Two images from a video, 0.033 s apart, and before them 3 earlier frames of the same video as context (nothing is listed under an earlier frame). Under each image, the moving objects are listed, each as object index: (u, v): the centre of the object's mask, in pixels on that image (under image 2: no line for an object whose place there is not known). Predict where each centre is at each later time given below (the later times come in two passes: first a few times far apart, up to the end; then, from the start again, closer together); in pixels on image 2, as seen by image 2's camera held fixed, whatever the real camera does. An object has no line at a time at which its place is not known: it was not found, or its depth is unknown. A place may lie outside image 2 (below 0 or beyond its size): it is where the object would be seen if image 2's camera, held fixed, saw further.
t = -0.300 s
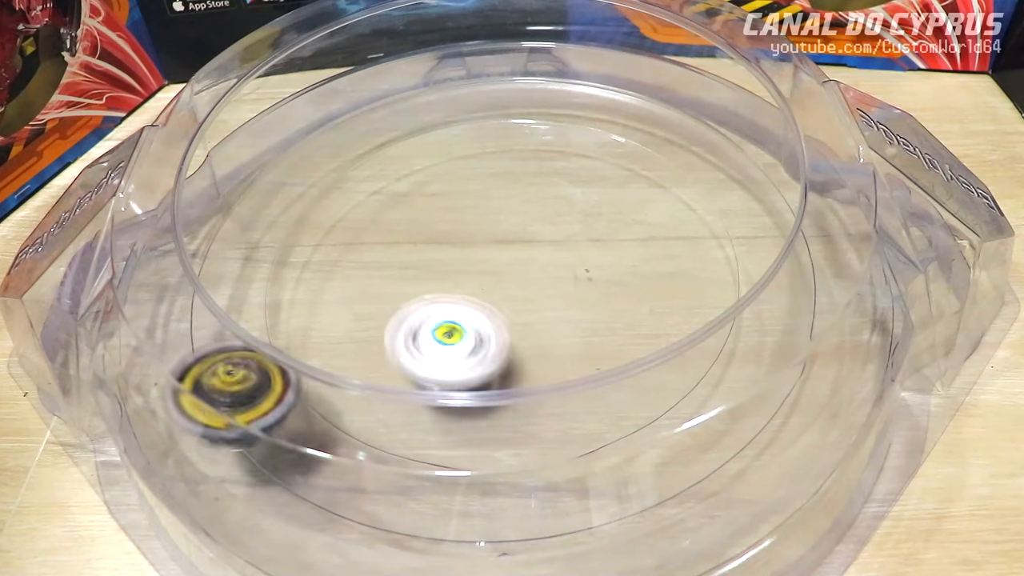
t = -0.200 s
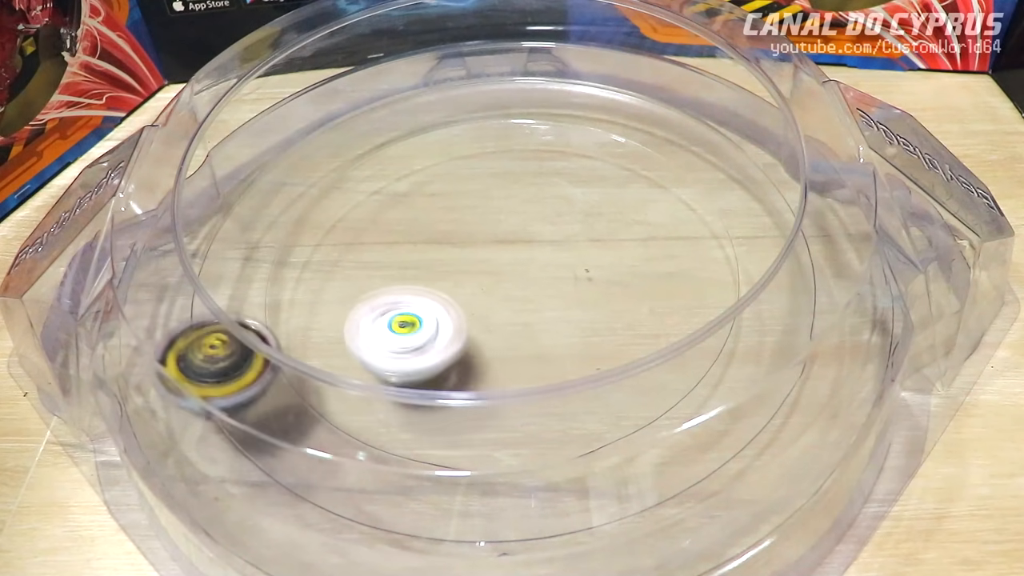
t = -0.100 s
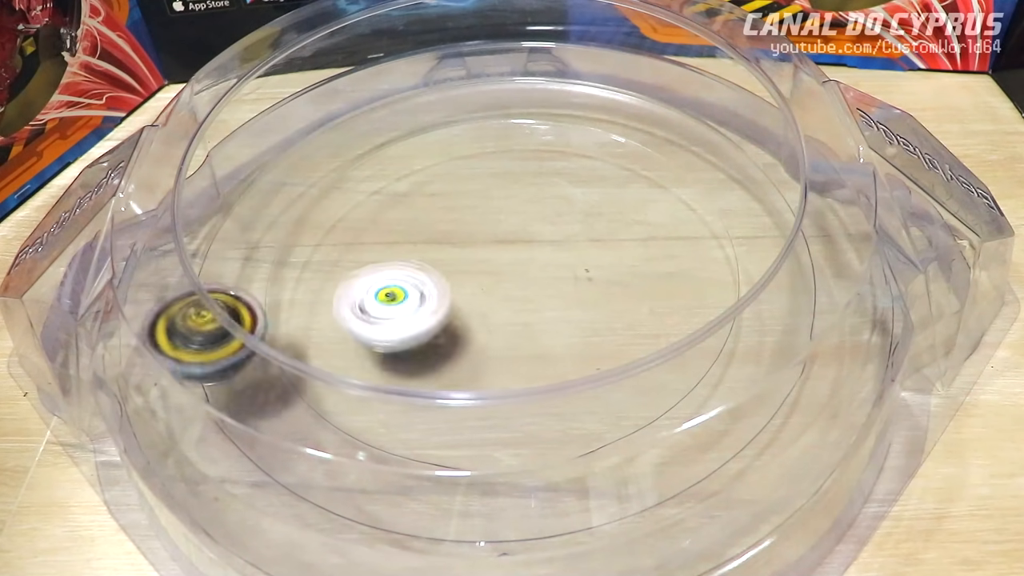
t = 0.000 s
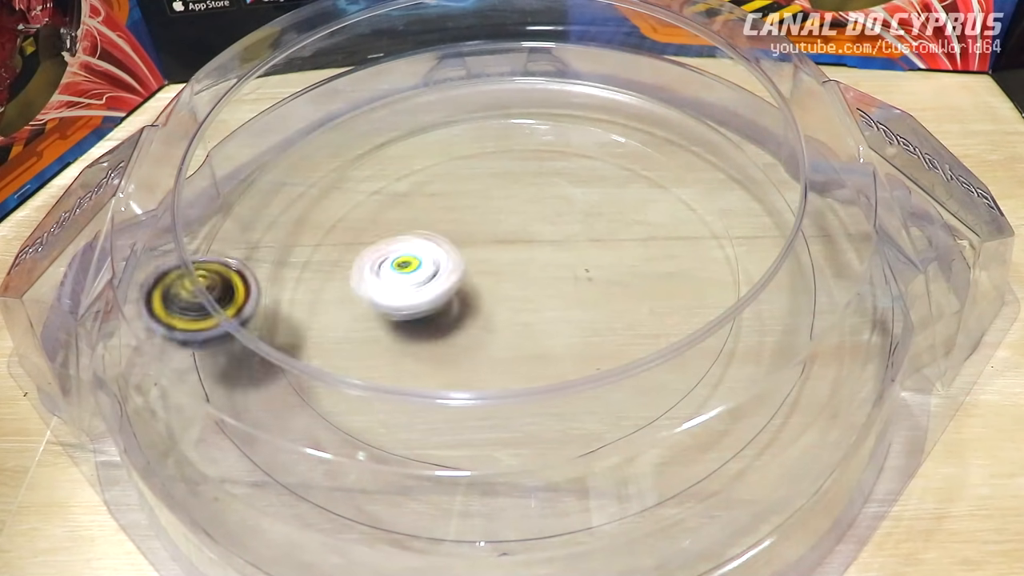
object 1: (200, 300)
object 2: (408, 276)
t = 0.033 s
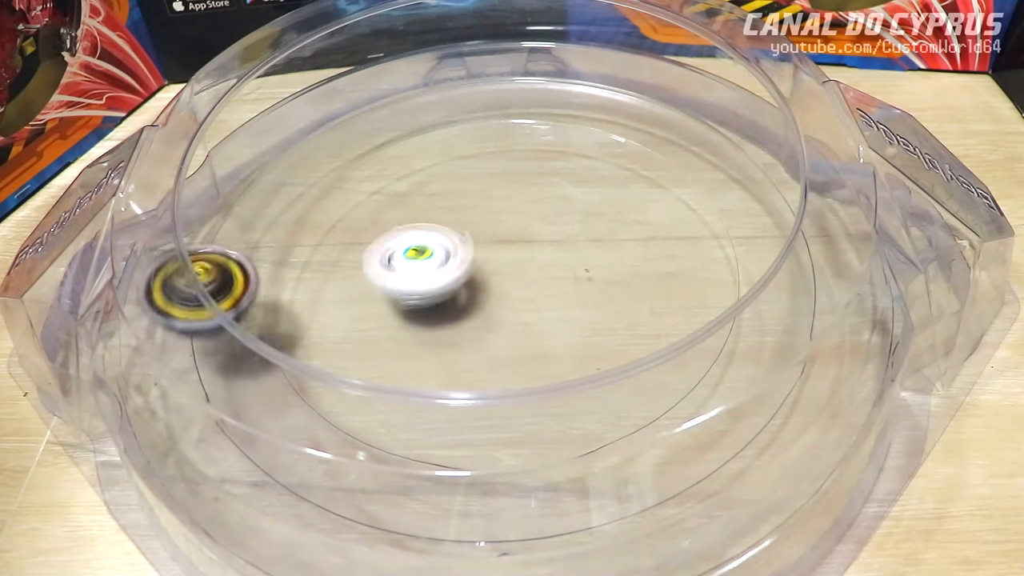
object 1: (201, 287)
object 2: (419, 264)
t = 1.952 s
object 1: (499, 214)
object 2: (478, 320)
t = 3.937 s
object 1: (456, 265)
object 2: (475, 388)
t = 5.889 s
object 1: (453, 258)
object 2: (542, 202)
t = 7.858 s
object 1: (489, 241)
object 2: (476, 322)
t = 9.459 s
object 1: (514, 238)
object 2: (519, 327)
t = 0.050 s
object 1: (201, 283)
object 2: (425, 258)
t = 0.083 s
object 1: (201, 274)
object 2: (441, 248)
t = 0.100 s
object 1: (202, 270)
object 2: (449, 242)
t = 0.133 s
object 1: (204, 259)
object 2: (468, 233)
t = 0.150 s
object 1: (205, 255)
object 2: (477, 228)
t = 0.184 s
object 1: (209, 245)
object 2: (498, 221)
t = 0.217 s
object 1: (220, 235)
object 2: (518, 215)
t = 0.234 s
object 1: (221, 230)
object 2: (529, 213)
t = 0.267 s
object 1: (222, 222)
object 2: (548, 210)
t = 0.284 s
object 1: (223, 219)
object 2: (556, 211)
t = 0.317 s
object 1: (226, 210)
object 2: (573, 211)
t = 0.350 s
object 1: (229, 200)
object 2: (586, 213)
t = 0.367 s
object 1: (230, 197)
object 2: (592, 214)
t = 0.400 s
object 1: (237, 188)
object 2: (601, 220)
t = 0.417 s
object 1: (239, 184)
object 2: (607, 223)
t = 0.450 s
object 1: (245, 175)
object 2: (613, 230)
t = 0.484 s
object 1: (251, 167)
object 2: (618, 239)
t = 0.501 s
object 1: (255, 164)
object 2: (618, 244)
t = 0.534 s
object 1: (261, 156)
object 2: (616, 254)
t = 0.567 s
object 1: (269, 149)
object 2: (607, 263)
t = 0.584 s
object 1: (273, 144)
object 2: (603, 268)
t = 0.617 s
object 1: (282, 138)
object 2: (592, 277)
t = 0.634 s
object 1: (284, 136)
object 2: (586, 282)
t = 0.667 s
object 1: (294, 129)
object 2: (571, 289)
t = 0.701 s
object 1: (302, 123)
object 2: (555, 297)
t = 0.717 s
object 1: (307, 120)
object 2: (545, 298)
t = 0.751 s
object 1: (315, 115)
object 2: (523, 303)
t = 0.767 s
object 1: (321, 112)
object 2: (513, 304)
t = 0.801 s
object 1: (330, 108)
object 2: (489, 303)
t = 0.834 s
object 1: (339, 103)
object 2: (468, 298)
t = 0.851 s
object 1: (344, 101)
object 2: (457, 296)
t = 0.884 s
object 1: (354, 96)
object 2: (441, 288)
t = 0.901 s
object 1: (358, 95)
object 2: (431, 283)
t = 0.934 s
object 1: (369, 90)
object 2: (419, 274)
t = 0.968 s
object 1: (379, 87)
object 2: (407, 263)
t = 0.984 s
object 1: (384, 85)
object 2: (404, 259)
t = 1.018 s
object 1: (394, 83)
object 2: (400, 248)
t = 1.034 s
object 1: (400, 81)
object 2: (397, 243)
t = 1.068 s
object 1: (410, 79)
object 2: (398, 234)
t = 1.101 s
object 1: (420, 77)
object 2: (399, 224)
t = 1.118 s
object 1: (426, 76)
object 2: (402, 221)
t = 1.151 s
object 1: (437, 74)
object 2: (408, 214)
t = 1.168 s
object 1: (442, 73)
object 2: (413, 211)
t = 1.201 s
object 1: (452, 72)
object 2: (425, 206)
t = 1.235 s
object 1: (464, 71)
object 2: (436, 205)
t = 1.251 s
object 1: (468, 71)
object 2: (444, 206)
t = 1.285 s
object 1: (479, 71)
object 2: (456, 207)
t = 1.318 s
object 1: (488, 72)
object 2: (471, 209)
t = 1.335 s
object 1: (494, 72)
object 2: (477, 211)
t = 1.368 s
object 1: (504, 73)
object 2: (493, 216)
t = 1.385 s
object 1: (510, 73)
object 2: (500, 219)
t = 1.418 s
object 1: (518, 75)
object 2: (515, 227)
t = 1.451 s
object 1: (528, 78)
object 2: (529, 236)
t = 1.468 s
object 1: (533, 79)
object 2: (535, 240)
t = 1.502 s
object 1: (542, 82)
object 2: (548, 250)
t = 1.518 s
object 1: (547, 83)
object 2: (551, 256)
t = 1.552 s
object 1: (555, 86)
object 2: (561, 267)
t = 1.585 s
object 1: (564, 90)
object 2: (565, 278)
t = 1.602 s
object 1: (569, 92)
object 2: (568, 283)
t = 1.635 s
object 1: (575, 96)
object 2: (568, 294)
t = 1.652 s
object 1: (575, 99)
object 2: (568, 299)
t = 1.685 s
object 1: (575, 109)
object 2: (565, 307)
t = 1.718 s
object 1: (568, 120)
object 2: (558, 316)
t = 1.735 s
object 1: (564, 126)
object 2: (555, 320)
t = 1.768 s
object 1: (552, 137)
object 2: (545, 326)
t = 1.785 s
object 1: (549, 142)
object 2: (539, 328)
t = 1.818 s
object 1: (537, 154)
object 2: (528, 331)
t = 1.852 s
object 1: (527, 166)
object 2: (513, 332)
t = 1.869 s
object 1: (522, 176)
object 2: (507, 331)
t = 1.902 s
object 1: (513, 190)
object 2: (494, 329)
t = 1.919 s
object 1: (507, 198)
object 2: (489, 326)
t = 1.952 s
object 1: (499, 214)
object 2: (478, 320)
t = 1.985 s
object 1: (490, 225)
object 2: (470, 313)
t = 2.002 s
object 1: (489, 229)
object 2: (464, 309)
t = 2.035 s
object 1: (489, 233)
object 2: (455, 310)
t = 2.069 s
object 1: (488, 238)
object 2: (443, 315)
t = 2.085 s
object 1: (488, 241)
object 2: (435, 317)
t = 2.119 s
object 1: (486, 248)
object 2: (423, 319)
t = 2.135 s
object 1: (486, 254)
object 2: (417, 319)
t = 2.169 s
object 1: (483, 264)
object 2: (404, 320)
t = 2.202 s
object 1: (483, 274)
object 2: (391, 323)
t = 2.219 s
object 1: (483, 278)
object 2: (386, 325)
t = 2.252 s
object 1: (484, 288)
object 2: (380, 325)
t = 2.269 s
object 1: (485, 292)
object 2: (375, 324)
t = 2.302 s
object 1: (487, 301)
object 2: (367, 324)
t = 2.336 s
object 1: (491, 308)
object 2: (362, 323)
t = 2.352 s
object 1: (494, 312)
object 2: (362, 322)
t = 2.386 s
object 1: (500, 318)
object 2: (362, 320)
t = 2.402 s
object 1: (504, 320)
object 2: (363, 318)
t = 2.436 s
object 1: (513, 324)
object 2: (372, 313)
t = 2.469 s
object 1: (522, 327)
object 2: (380, 309)
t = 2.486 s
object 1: (528, 327)
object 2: (385, 308)
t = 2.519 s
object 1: (537, 327)
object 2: (397, 303)
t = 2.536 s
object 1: (541, 326)
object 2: (403, 300)
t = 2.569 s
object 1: (548, 323)
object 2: (416, 294)
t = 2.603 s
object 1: (554, 317)
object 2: (431, 287)
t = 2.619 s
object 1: (555, 315)
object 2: (439, 283)
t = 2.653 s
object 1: (557, 307)
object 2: (456, 275)
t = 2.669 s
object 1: (559, 304)
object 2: (463, 269)
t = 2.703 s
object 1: (560, 298)
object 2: (471, 256)
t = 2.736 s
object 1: (570, 298)
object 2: (469, 231)
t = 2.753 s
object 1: (571, 297)
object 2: (466, 217)
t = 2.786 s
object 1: (574, 295)
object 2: (468, 194)
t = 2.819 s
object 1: (574, 290)
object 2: (472, 175)
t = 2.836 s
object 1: (572, 287)
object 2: (475, 166)
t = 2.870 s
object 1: (568, 282)
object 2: (481, 152)
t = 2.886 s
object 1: (564, 280)
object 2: (483, 145)
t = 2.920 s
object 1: (555, 276)
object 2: (491, 133)
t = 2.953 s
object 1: (545, 273)
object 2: (495, 125)
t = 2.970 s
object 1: (538, 272)
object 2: (497, 122)
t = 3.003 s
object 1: (527, 271)
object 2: (504, 114)
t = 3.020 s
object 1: (521, 271)
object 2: (506, 112)
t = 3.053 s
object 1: (509, 271)
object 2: (512, 108)
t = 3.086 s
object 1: (496, 271)
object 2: (517, 106)
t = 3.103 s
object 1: (490, 272)
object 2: (521, 107)
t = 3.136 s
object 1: (479, 273)
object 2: (526, 110)
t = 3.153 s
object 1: (473, 274)
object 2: (526, 113)
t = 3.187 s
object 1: (463, 276)
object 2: (532, 121)
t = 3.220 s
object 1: (454, 278)
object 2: (535, 129)
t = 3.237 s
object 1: (449, 280)
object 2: (535, 135)
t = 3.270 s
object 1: (441, 282)
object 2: (539, 147)
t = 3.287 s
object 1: (437, 284)
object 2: (538, 155)
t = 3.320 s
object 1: (431, 288)
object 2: (540, 173)
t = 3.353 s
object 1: (427, 293)
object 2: (540, 193)
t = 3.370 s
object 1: (427, 296)
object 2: (540, 205)
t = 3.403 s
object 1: (427, 300)
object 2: (541, 225)
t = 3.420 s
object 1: (428, 301)
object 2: (539, 237)
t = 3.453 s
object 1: (431, 304)
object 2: (536, 259)
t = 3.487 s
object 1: (426, 304)
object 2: (543, 279)
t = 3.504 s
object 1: (419, 304)
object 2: (552, 289)
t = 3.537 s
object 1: (413, 303)
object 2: (563, 305)
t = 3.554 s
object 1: (410, 302)
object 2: (568, 314)
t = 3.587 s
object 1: (406, 302)
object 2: (570, 328)
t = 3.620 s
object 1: (405, 301)
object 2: (565, 340)
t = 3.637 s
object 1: (404, 300)
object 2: (564, 346)
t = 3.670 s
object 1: (405, 298)
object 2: (558, 361)
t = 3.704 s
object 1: (409, 296)
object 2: (549, 370)
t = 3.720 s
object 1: (411, 294)
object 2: (545, 375)
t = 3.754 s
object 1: (415, 291)
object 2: (538, 384)
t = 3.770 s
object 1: (419, 289)
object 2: (534, 388)
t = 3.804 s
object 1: (426, 285)
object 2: (524, 394)
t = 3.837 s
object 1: (434, 280)
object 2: (511, 397)
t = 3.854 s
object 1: (438, 278)
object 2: (504, 398)
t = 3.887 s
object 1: (444, 273)
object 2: (492, 397)
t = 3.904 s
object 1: (449, 270)
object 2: (487, 395)
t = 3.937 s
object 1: (456, 265)
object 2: (475, 388)
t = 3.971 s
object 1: (463, 260)
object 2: (466, 378)
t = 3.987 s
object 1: (466, 257)
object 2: (462, 373)
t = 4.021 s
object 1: (473, 251)
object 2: (455, 365)
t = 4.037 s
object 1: (475, 248)
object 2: (453, 354)
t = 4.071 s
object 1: (481, 244)
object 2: (446, 346)
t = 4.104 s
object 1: (488, 238)
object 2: (442, 332)
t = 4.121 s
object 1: (490, 234)
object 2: (440, 323)
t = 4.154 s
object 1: (495, 228)
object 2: (439, 305)
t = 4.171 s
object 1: (499, 225)
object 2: (439, 297)
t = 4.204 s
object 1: (506, 219)
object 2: (437, 279)
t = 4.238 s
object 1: (519, 216)
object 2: (414, 269)
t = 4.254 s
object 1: (526, 213)
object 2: (405, 266)
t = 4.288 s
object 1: (532, 209)
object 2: (392, 260)
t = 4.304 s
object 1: (535, 208)
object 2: (387, 257)
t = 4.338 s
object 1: (538, 206)
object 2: (379, 251)
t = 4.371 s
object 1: (543, 206)
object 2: (372, 244)
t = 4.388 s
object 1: (544, 204)
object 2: (369, 241)
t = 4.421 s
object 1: (548, 206)
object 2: (365, 234)
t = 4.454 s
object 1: (553, 206)
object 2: (367, 228)
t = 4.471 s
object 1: (553, 208)
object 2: (369, 226)
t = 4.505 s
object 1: (556, 211)
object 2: (377, 223)
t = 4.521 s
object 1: (555, 213)
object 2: (382, 222)
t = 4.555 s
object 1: (557, 218)
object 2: (393, 222)
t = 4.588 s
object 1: (556, 224)
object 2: (408, 225)
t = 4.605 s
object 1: (556, 228)
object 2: (414, 225)
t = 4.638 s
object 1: (555, 233)
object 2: (428, 228)
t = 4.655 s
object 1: (553, 237)
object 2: (436, 230)
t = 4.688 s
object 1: (555, 244)
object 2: (446, 234)
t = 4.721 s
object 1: (564, 250)
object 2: (445, 238)
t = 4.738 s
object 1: (568, 254)
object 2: (445, 240)
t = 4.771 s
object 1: (570, 261)
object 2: (444, 244)
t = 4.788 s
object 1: (572, 263)
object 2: (445, 246)
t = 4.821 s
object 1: (572, 268)
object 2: (445, 251)
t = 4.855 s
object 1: (572, 273)
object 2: (447, 257)
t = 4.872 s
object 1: (572, 276)
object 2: (449, 261)
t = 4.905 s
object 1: (571, 281)
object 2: (451, 266)
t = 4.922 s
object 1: (570, 283)
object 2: (452, 270)
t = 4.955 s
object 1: (567, 289)
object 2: (455, 277)
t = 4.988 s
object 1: (570, 293)
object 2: (447, 281)
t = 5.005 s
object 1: (570, 295)
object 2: (445, 282)
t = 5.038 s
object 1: (568, 299)
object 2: (442, 282)
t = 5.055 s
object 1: (566, 302)
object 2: (440, 283)
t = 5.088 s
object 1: (562, 306)
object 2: (439, 284)
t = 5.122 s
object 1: (558, 309)
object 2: (437, 285)
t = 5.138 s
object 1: (554, 310)
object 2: (439, 285)
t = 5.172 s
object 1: (548, 313)
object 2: (439, 284)
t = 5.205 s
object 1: (543, 315)
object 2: (433, 283)
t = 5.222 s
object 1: (541, 316)
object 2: (432, 281)
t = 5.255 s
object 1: (536, 318)
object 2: (427, 275)
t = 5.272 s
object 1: (534, 318)
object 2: (425, 272)
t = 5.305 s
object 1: (527, 318)
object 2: (424, 266)
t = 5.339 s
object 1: (520, 318)
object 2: (427, 258)
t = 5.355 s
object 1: (517, 317)
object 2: (428, 254)
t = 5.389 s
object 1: (509, 315)
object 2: (433, 249)
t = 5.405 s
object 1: (506, 314)
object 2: (437, 247)
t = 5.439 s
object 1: (503, 313)
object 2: (439, 238)
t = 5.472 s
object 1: (499, 310)
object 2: (445, 230)
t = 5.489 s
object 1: (496, 309)
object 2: (448, 226)
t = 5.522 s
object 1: (491, 305)
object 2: (454, 220)
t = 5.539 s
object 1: (488, 303)
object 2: (457, 218)
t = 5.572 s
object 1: (483, 299)
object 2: (464, 213)
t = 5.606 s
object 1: (478, 296)
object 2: (470, 209)
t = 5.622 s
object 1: (475, 293)
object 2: (475, 207)
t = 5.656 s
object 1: (471, 290)
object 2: (483, 201)
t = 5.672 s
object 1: (469, 288)
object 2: (487, 199)
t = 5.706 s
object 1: (466, 284)
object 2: (498, 194)
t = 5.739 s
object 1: (462, 279)
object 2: (508, 191)
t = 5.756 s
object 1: (461, 277)
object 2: (513, 190)
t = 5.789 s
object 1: (458, 272)
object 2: (519, 190)
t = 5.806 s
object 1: (456, 270)
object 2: (523, 191)
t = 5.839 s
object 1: (455, 265)
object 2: (534, 195)
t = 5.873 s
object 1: (453, 260)
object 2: (540, 199)
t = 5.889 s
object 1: (453, 258)
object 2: (542, 202)
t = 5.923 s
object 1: (452, 253)
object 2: (546, 210)
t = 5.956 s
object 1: (452, 249)
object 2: (550, 219)
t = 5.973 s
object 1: (452, 246)
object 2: (551, 224)
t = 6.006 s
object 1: (441, 240)
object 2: (569, 233)
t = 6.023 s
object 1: (436, 237)
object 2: (576, 238)
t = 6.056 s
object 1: (432, 234)
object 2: (585, 250)
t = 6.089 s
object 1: (428, 232)
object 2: (588, 261)
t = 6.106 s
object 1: (428, 231)
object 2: (590, 269)
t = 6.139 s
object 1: (425, 229)
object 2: (590, 281)
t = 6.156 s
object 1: (424, 227)
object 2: (589, 287)
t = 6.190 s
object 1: (424, 226)
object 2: (585, 299)
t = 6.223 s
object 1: (426, 225)
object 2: (580, 310)
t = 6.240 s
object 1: (428, 226)
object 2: (576, 314)
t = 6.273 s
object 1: (432, 227)
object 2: (565, 323)
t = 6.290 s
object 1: (434, 228)
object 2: (560, 327)
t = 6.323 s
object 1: (438, 230)
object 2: (549, 332)
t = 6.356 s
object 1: (445, 235)
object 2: (535, 336)
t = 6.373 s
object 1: (447, 237)
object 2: (529, 337)
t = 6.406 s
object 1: (453, 238)
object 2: (516, 339)
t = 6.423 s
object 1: (456, 242)
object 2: (509, 339)
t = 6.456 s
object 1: (462, 245)
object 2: (495, 338)
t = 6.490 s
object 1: (466, 247)
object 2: (480, 335)
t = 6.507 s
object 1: (469, 246)
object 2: (473, 334)
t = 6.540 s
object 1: (474, 247)
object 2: (460, 327)
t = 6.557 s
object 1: (479, 247)
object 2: (453, 324)
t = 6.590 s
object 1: (491, 248)
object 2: (435, 324)
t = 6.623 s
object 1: (497, 248)
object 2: (425, 318)
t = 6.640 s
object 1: (502, 251)
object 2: (419, 313)
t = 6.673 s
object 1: (507, 256)
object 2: (408, 306)
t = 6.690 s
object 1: (508, 257)
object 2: (406, 302)
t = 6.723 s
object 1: (511, 261)
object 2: (399, 291)
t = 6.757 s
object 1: (516, 264)
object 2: (395, 282)
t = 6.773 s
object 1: (517, 265)
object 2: (395, 276)
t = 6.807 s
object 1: (518, 270)
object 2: (396, 266)
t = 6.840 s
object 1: (521, 273)
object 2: (397, 257)
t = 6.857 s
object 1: (522, 275)
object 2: (400, 252)
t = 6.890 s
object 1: (523, 279)
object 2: (408, 244)
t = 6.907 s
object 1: (523, 280)
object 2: (411, 239)
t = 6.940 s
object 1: (523, 284)
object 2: (419, 230)
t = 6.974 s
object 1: (523, 289)
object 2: (433, 223)
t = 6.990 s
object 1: (522, 290)
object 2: (438, 219)
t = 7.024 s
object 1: (521, 294)
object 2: (449, 214)
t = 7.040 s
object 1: (519, 296)
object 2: (457, 211)
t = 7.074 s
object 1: (517, 299)
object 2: (472, 207)
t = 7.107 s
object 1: (512, 302)
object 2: (486, 204)
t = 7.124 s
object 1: (511, 303)
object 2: (494, 204)
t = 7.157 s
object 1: (506, 305)
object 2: (509, 203)
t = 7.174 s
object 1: (503, 306)
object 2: (516, 204)
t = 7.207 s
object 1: (499, 306)
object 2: (530, 206)
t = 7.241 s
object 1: (493, 307)
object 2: (544, 208)
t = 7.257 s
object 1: (491, 307)
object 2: (550, 211)
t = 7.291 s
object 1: (486, 306)
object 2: (561, 217)
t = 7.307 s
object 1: (484, 305)
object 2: (566, 220)
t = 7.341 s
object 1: (480, 303)
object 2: (574, 228)
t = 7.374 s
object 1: (476, 300)
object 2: (580, 235)
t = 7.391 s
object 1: (474, 298)
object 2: (583, 240)
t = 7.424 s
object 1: (471, 295)
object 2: (585, 250)
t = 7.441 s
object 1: (470, 293)
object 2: (586, 254)
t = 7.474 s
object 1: (469, 289)
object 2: (584, 264)
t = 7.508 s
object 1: (467, 284)
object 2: (580, 274)
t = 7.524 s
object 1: (467, 283)
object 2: (578, 278)
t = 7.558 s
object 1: (465, 279)
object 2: (569, 288)
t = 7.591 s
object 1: (463, 273)
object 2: (561, 297)
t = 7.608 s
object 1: (463, 270)
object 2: (560, 302)
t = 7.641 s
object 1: (463, 263)
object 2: (554, 309)
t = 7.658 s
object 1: (465, 261)
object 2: (547, 312)
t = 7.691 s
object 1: (467, 256)
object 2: (534, 319)
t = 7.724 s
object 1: (469, 252)
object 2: (526, 323)
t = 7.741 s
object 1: (472, 251)
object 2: (520, 324)
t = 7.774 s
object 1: (476, 246)
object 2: (506, 326)
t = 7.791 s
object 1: (479, 244)
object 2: (500, 326)
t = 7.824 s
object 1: (484, 243)
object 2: (488, 325)
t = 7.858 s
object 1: (489, 241)
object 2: (476, 322)
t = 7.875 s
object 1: (493, 240)
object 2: (470, 320)
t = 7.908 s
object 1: (498, 240)
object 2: (460, 314)
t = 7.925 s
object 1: (501, 240)
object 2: (455, 311)
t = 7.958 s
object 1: (510, 238)
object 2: (439, 311)
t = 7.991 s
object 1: (515, 236)
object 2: (433, 307)
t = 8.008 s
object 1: (519, 237)
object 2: (428, 303)
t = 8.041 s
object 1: (522, 238)
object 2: (419, 297)
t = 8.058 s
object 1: (523, 239)
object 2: (414, 293)
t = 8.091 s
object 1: (524, 241)
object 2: (411, 287)
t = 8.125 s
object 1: (527, 244)
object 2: (410, 279)
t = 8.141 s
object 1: (528, 246)
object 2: (409, 274)
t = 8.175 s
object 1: (529, 249)
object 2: (410, 267)
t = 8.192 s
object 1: (530, 252)
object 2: (412, 264)
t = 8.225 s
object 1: (529, 255)
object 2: (416, 257)
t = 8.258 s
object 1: (528, 259)
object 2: (424, 250)
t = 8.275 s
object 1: (527, 262)
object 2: (428, 246)
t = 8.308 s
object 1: (525, 264)
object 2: (436, 239)
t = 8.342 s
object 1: (523, 269)
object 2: (447, 233)
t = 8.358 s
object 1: (519, 271)
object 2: (451, 230)
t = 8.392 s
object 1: (516, 280)
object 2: (452, 221)
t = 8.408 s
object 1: (515, 284)
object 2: (454, 215)
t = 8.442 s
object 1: (507, 290)
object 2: (461, 208)
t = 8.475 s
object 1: (499, 294)
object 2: (468, 199)
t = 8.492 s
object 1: (496, 294)
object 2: (470, 196)
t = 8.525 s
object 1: (488, 296)
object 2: (474, 193)
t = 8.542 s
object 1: (483, 296)
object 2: (478, 191)
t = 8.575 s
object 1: (476, 298)
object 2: (488, 189)
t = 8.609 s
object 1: (470, 296)
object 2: (494, 187)
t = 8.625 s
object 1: (469, 296)
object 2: (496, 188)
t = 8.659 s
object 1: (464, 293)
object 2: (503, 192)
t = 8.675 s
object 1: (462, 293)
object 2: (509, 195)
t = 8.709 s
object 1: (460, 290)
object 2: (515, 198)
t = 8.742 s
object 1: (458, 286)
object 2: (522, 205)
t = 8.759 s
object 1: (456, 283)
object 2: (524, 210)
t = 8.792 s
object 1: (457, 280)
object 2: (530, 218)
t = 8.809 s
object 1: (458, 277)
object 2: (532, 223)
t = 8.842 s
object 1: (451, 273)
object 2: (544, 229)
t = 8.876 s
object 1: (450, 267)
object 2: (556, 235)
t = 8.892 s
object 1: (450, 267)
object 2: (561, 239)
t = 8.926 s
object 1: (454, 262)
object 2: (568, 245)
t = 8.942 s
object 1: (457, 260)
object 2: (572, 249)
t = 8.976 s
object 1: (463, 259)
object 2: (578, 255)
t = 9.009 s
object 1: (468, 254)
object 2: (583, 262)
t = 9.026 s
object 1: (472, 251)
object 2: (584, 266)
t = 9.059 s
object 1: (480, 250)
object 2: (584, 274)
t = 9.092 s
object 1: (486, 248)
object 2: (585, 279)
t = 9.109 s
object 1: (490, 247)
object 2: (585, 283)
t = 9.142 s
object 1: (497, 247)
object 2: (582, 288)
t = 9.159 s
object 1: (501, 246)
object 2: (578, 291)
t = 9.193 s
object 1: (508, 240)
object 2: (577, 300)
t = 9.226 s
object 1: (514, 232)
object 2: (579, 310)
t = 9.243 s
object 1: (516, 232)
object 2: (579, 313)
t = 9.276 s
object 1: (517, 231)
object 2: (573, 317)
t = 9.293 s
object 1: (519, 230)
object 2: (568, 319)
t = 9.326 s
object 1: (520, 231)
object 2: (557, 323)
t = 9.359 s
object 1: (518, 233)
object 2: (548, 327)
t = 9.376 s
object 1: (516, 234)
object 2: (545, 328)
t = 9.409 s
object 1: (515, 236)
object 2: (536, 328)
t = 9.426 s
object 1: (514, 236)
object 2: (530, 328)
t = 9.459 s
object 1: (514, 238)
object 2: (519, 327)
